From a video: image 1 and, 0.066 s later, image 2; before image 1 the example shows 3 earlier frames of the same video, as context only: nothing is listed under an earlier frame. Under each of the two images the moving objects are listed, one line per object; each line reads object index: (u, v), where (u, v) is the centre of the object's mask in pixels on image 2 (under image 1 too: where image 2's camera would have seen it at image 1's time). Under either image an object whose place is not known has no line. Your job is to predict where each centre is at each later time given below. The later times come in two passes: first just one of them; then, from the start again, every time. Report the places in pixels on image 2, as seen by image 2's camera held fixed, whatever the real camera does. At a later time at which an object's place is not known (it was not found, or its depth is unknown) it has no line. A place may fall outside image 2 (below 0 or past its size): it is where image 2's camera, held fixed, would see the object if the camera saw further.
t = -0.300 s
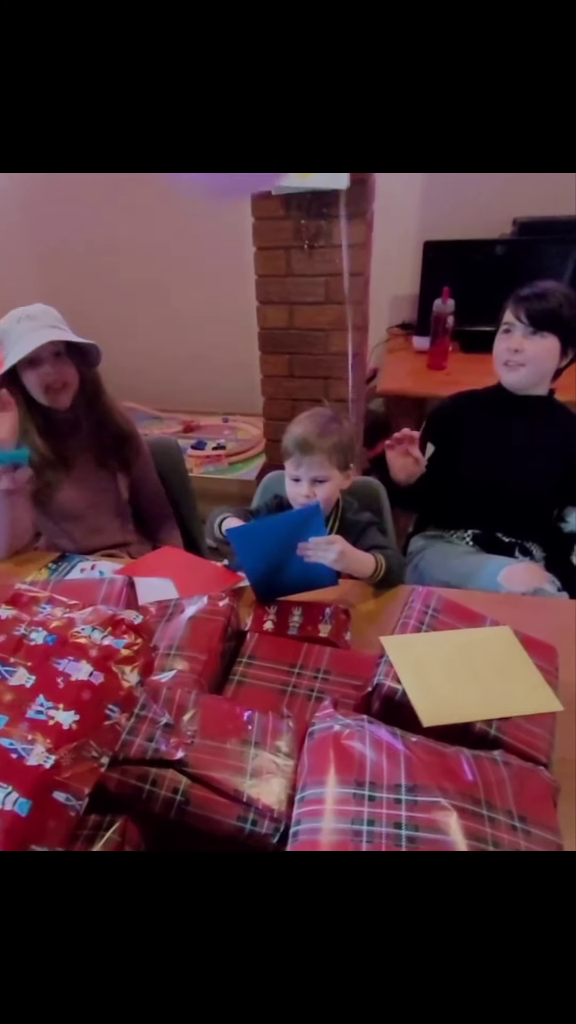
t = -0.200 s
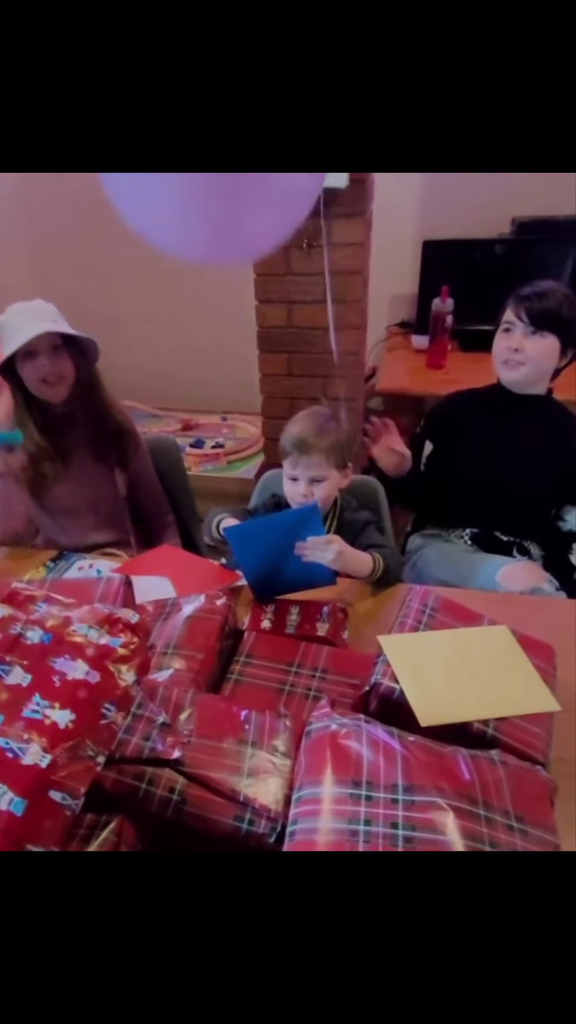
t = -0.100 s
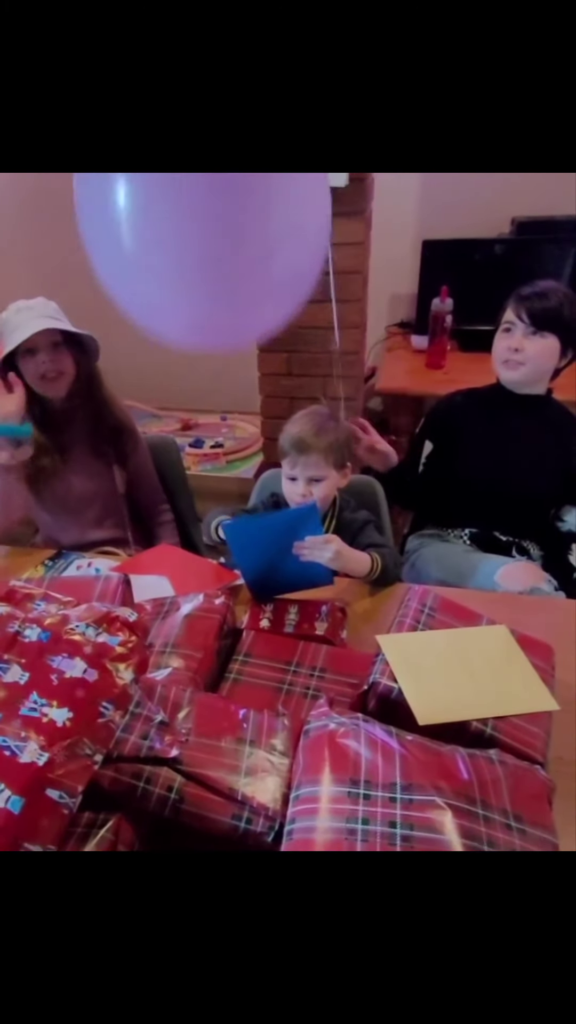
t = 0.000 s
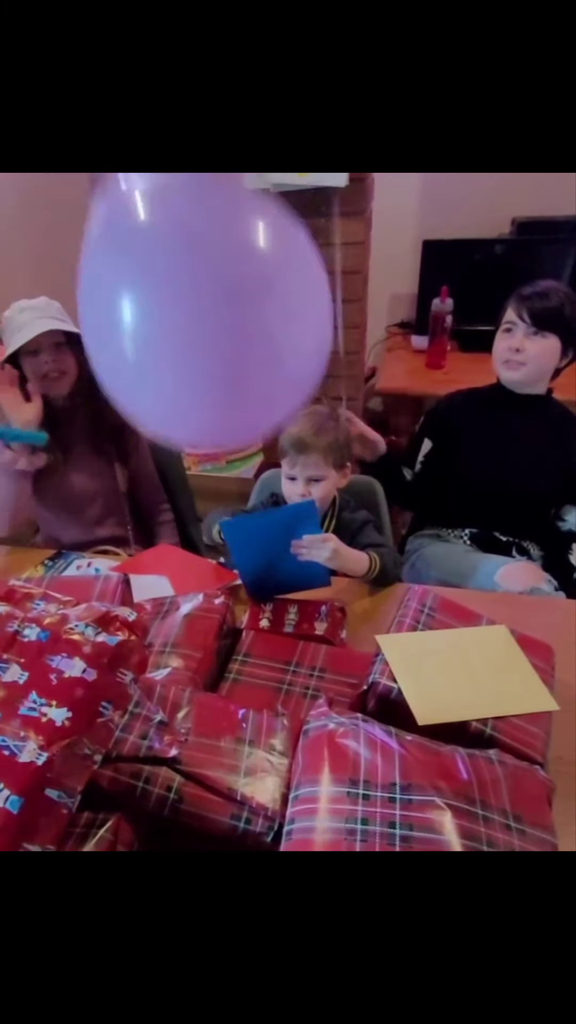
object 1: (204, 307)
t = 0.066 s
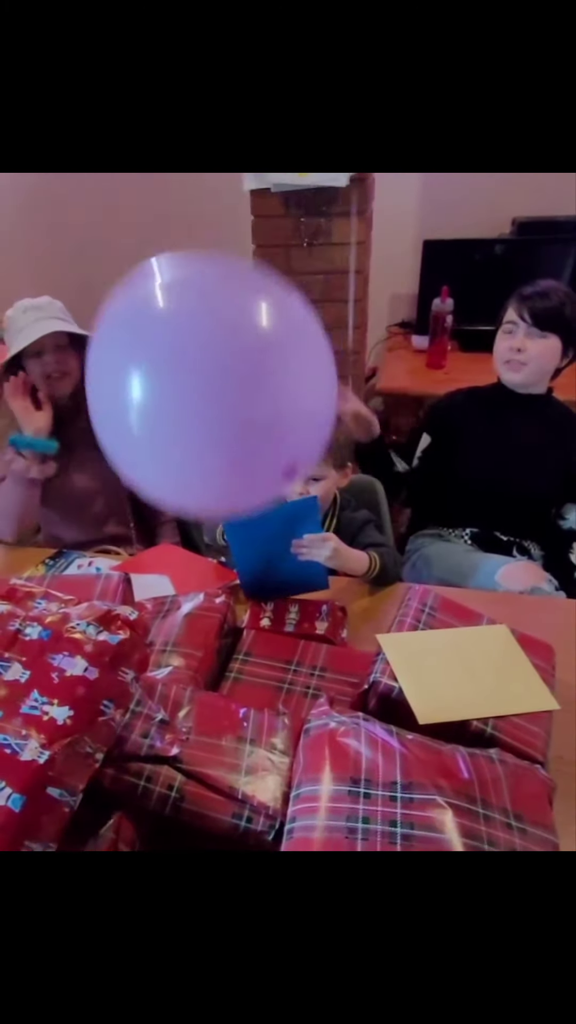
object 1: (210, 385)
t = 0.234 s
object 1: (217, 560)
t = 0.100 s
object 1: (213, 422)
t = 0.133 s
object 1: (215, 457)
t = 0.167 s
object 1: (217, 492)
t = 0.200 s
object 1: (217, 527)
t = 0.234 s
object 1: (217, 560)
